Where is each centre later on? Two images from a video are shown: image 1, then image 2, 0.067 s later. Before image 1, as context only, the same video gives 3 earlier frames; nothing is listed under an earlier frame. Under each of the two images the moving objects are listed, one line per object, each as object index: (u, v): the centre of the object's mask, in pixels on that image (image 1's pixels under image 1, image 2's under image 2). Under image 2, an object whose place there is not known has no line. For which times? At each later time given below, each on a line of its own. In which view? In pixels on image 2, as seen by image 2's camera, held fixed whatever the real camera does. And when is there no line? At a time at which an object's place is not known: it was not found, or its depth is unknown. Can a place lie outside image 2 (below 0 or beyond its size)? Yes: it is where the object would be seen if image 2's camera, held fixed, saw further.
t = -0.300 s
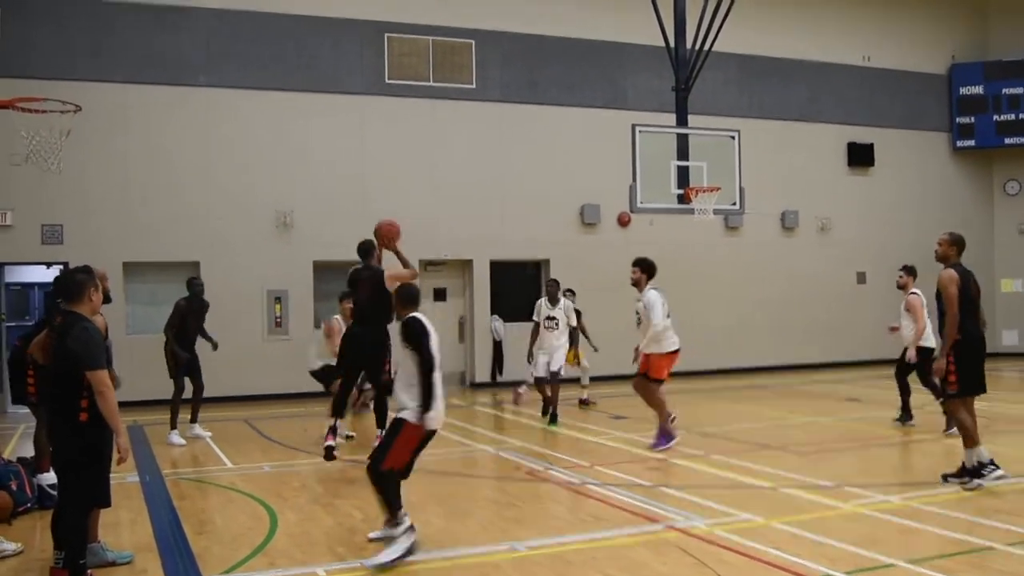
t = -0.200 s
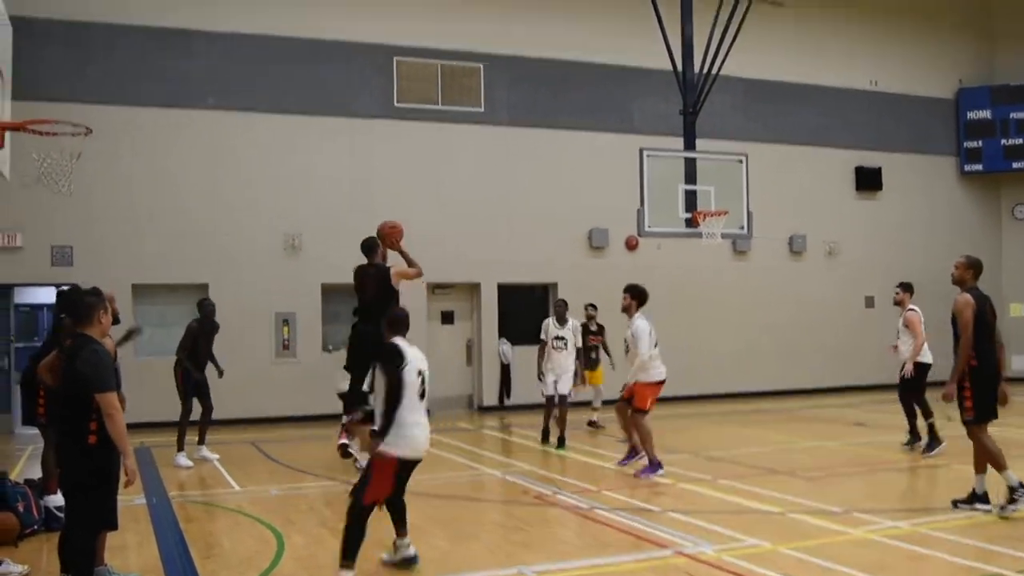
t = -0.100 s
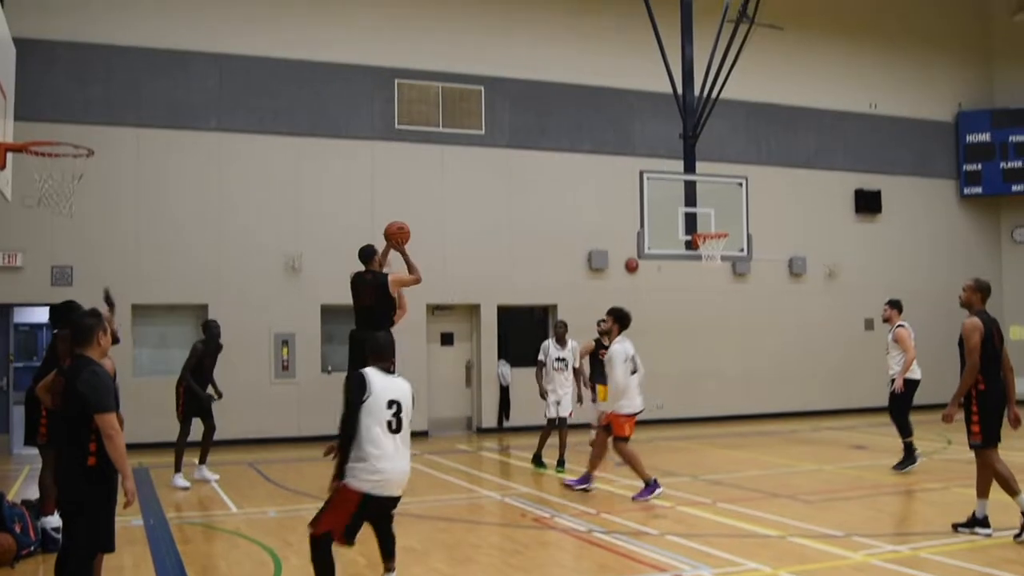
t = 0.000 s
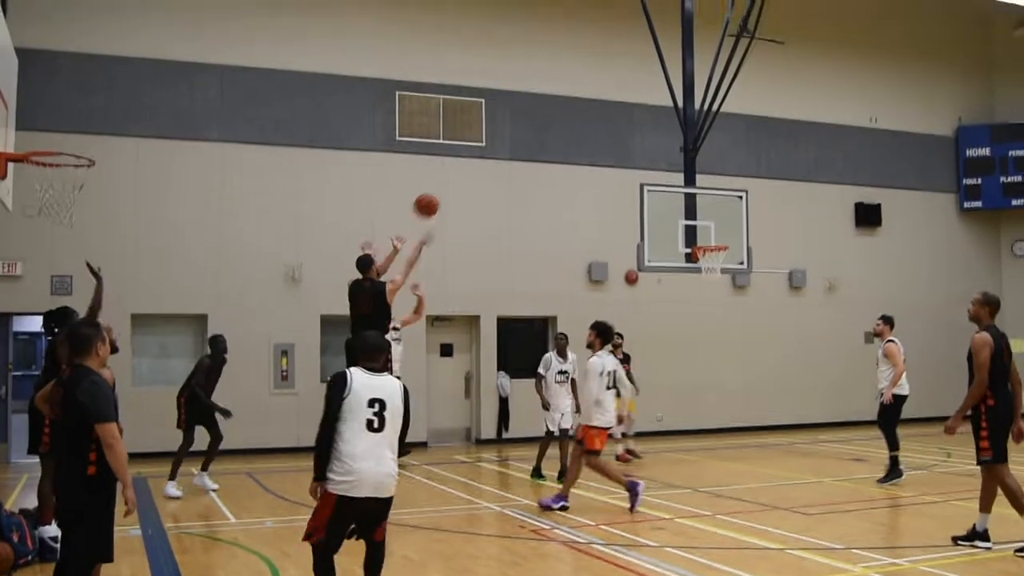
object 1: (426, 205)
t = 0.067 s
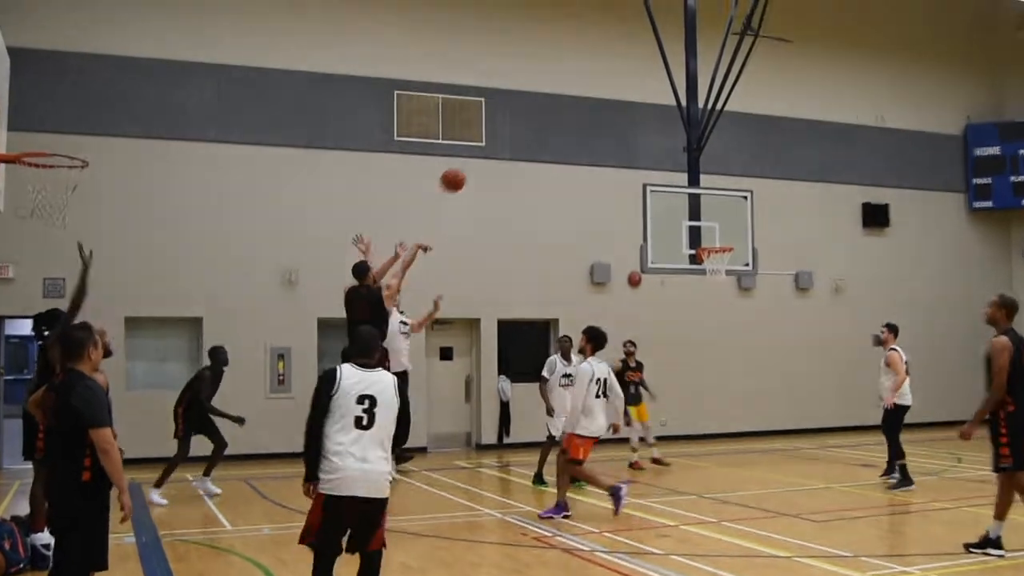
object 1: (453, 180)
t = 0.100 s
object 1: (466, 171)
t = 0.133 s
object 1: (479, 160)
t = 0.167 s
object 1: (492, 153)
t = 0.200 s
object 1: (504, 146)
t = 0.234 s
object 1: (516, 141)
